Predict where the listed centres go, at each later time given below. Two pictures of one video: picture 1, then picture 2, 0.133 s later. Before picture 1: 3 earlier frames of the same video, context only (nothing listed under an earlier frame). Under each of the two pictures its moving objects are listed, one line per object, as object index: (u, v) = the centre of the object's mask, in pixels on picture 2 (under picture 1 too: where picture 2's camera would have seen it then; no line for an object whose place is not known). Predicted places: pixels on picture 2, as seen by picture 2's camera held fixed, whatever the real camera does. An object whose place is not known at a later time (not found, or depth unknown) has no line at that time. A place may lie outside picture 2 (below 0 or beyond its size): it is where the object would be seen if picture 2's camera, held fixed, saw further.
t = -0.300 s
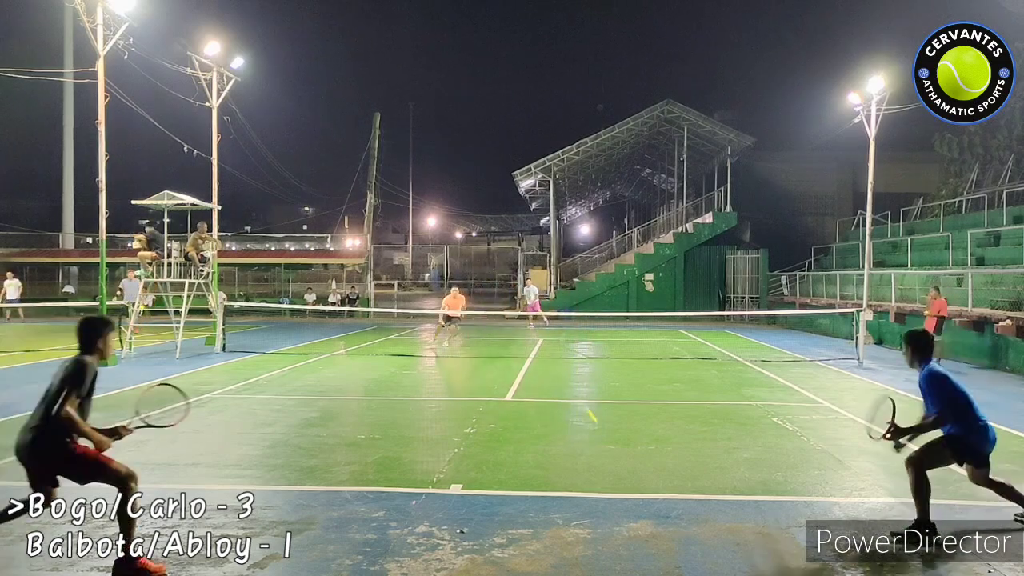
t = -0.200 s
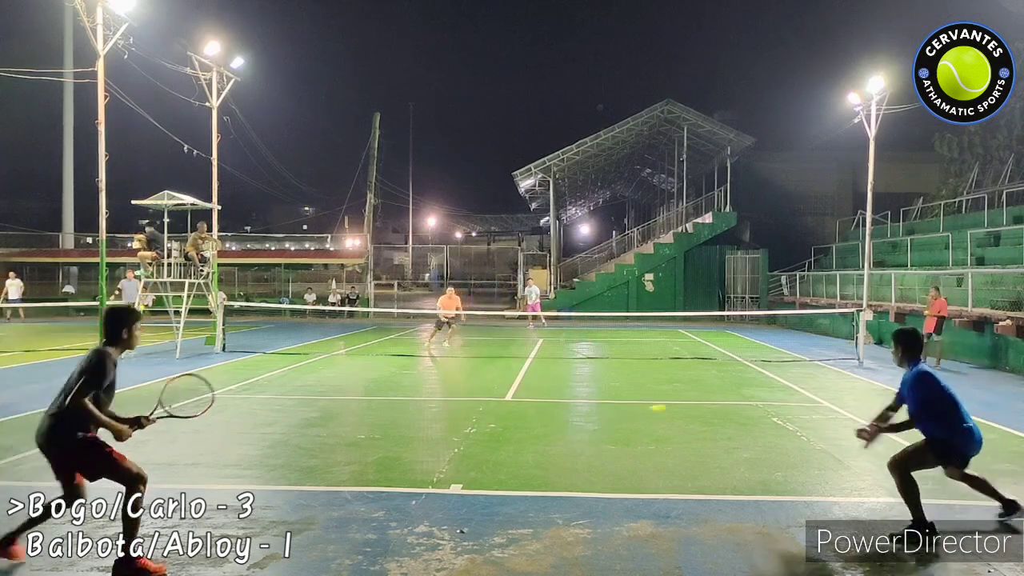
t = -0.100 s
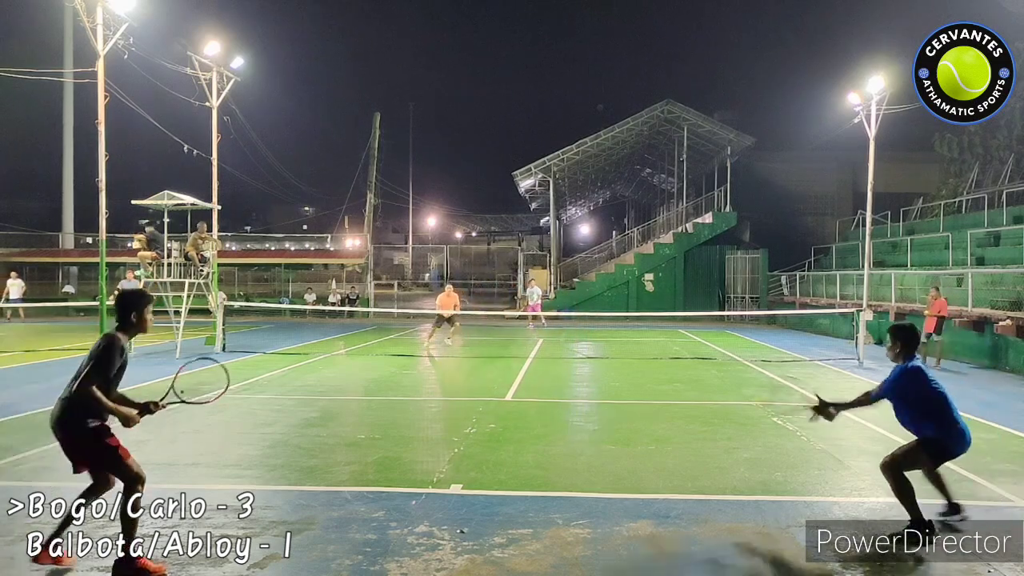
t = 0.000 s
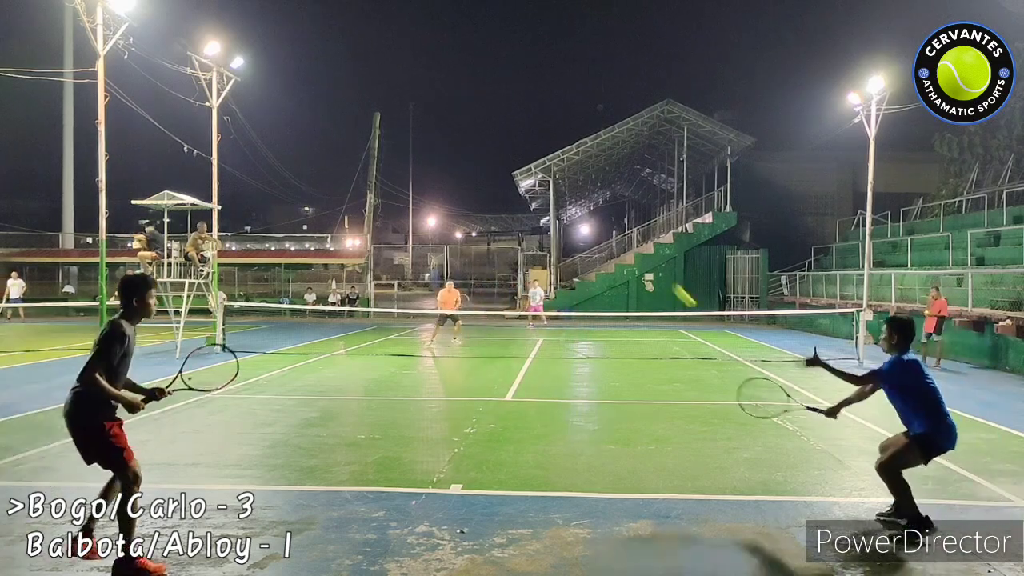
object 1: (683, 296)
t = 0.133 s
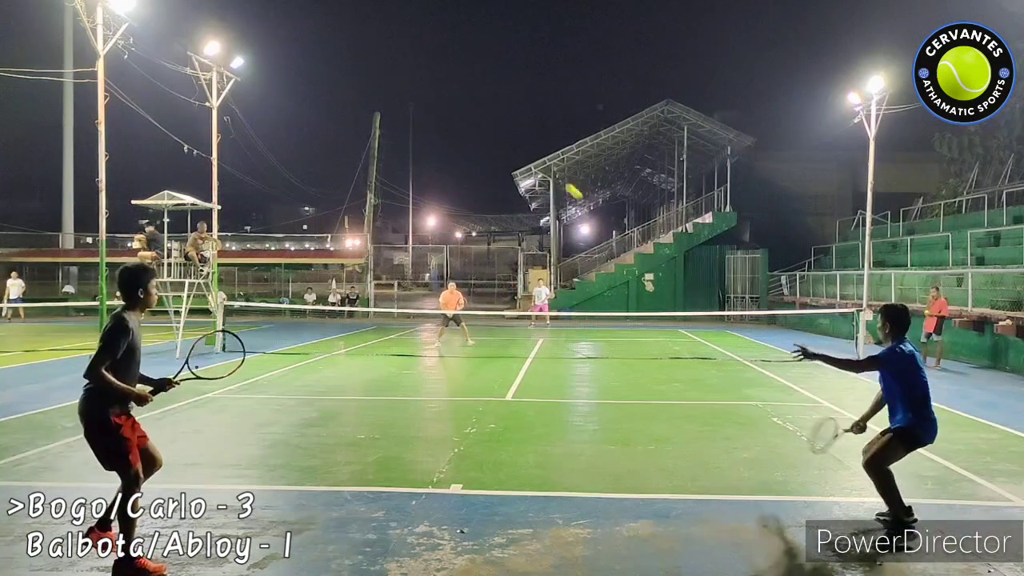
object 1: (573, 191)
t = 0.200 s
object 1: (533, 158)
